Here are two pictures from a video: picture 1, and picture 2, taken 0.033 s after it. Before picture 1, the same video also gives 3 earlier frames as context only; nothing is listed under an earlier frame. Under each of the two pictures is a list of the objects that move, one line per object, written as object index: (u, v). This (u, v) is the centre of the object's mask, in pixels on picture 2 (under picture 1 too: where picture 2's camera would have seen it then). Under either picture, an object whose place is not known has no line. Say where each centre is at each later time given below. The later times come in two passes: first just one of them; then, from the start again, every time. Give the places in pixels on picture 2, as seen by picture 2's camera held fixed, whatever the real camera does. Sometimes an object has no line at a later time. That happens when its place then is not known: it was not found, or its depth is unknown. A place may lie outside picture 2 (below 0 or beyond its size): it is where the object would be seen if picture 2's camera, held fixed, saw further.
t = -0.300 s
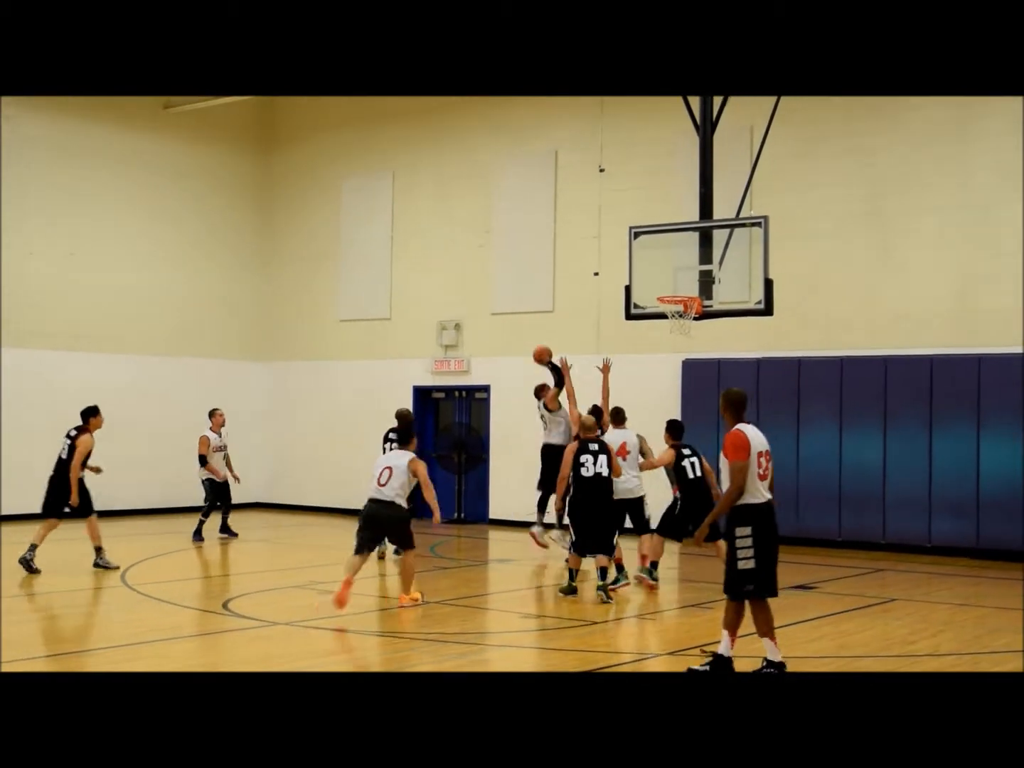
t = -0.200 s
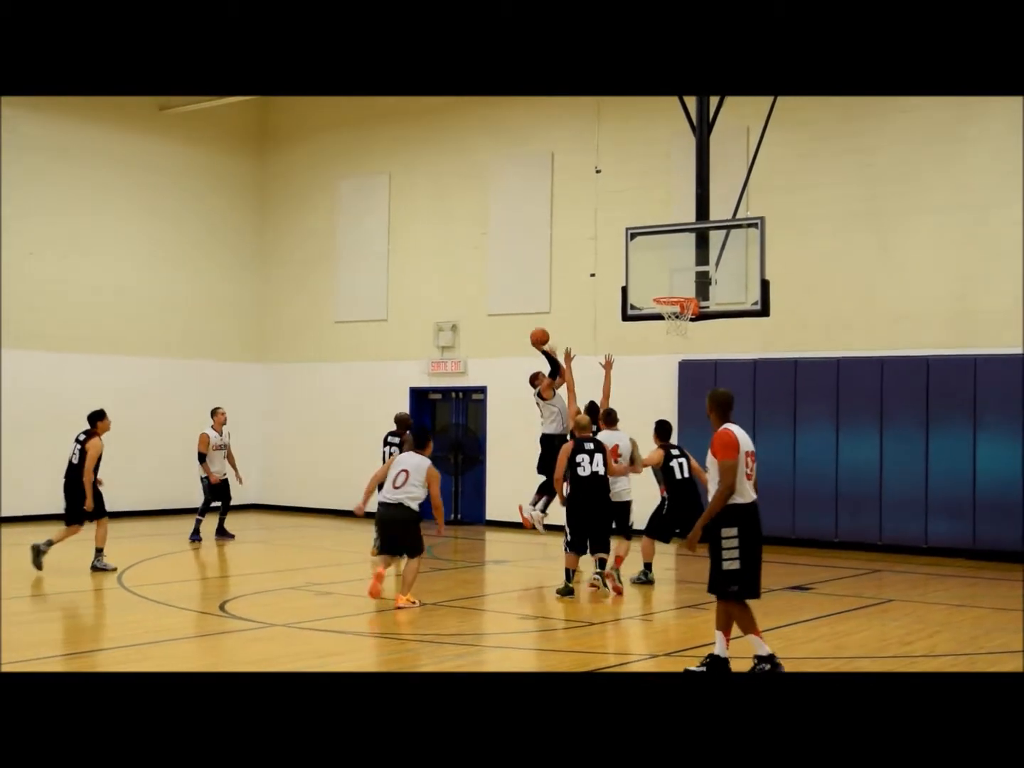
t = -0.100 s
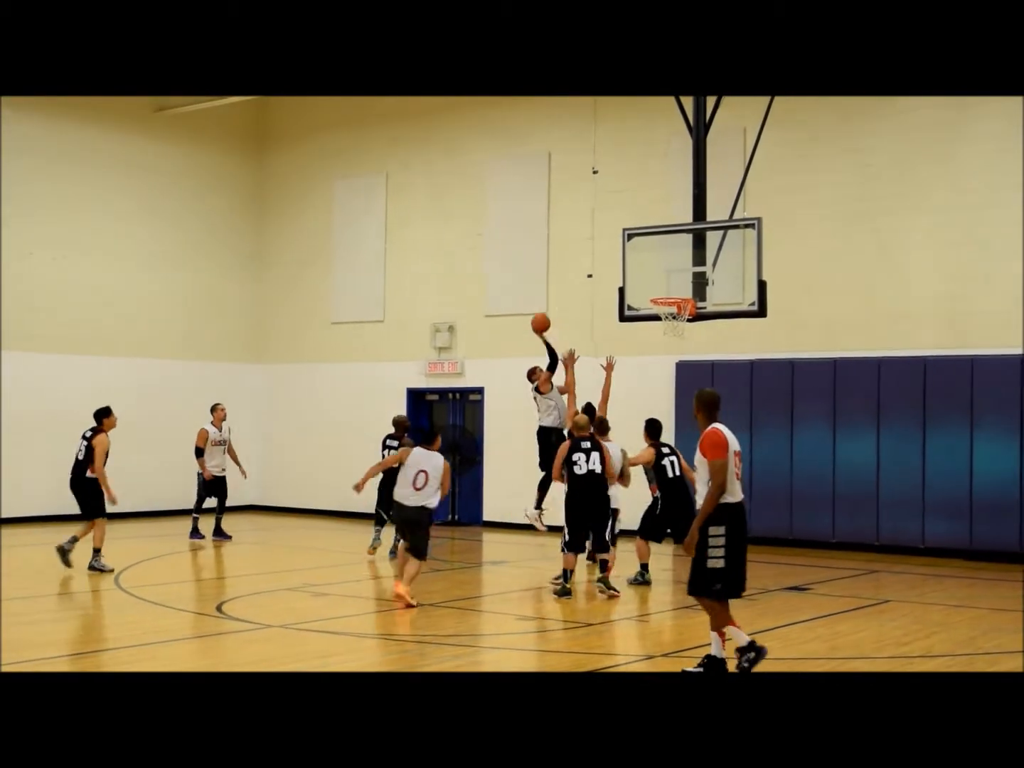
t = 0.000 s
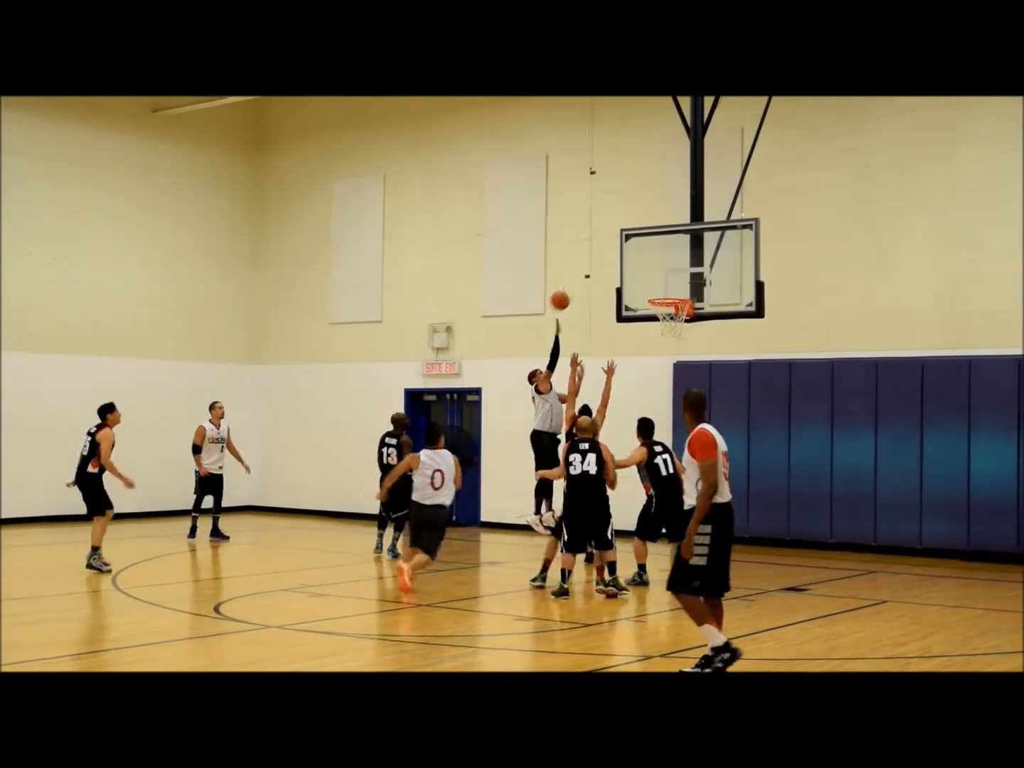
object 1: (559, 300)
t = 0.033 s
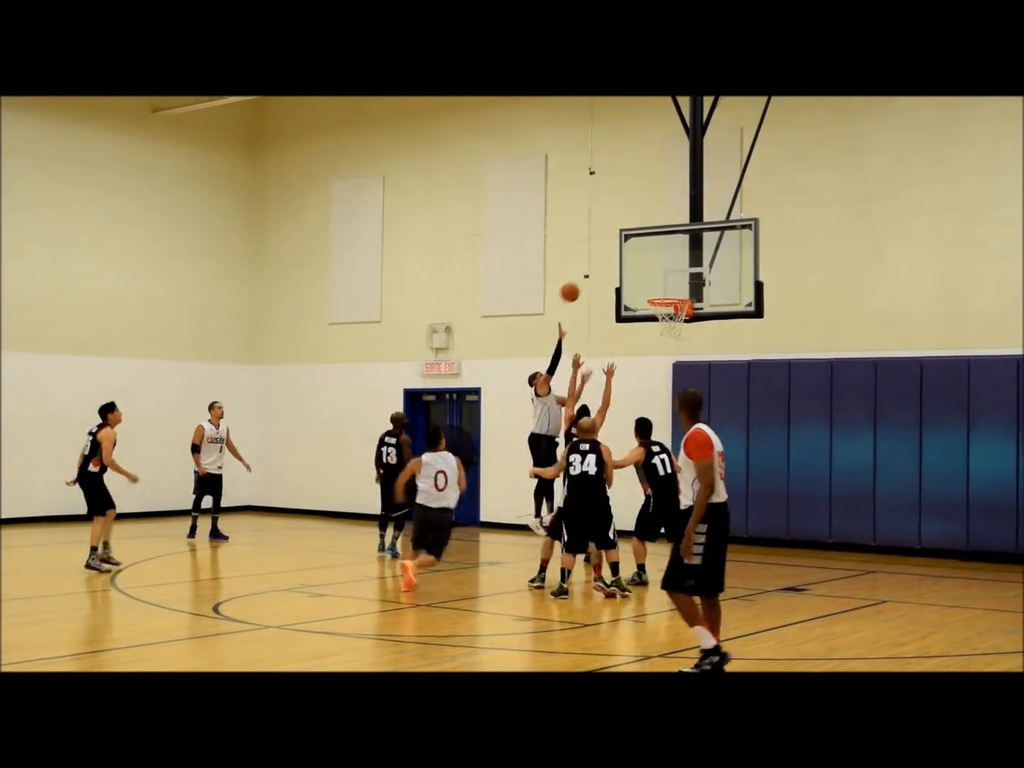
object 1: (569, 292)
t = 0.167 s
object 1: (613, 268)
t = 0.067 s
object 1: (580, 285)
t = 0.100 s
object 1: (591, 278)
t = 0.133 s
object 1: (602, 272)
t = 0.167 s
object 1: (613, 268)
